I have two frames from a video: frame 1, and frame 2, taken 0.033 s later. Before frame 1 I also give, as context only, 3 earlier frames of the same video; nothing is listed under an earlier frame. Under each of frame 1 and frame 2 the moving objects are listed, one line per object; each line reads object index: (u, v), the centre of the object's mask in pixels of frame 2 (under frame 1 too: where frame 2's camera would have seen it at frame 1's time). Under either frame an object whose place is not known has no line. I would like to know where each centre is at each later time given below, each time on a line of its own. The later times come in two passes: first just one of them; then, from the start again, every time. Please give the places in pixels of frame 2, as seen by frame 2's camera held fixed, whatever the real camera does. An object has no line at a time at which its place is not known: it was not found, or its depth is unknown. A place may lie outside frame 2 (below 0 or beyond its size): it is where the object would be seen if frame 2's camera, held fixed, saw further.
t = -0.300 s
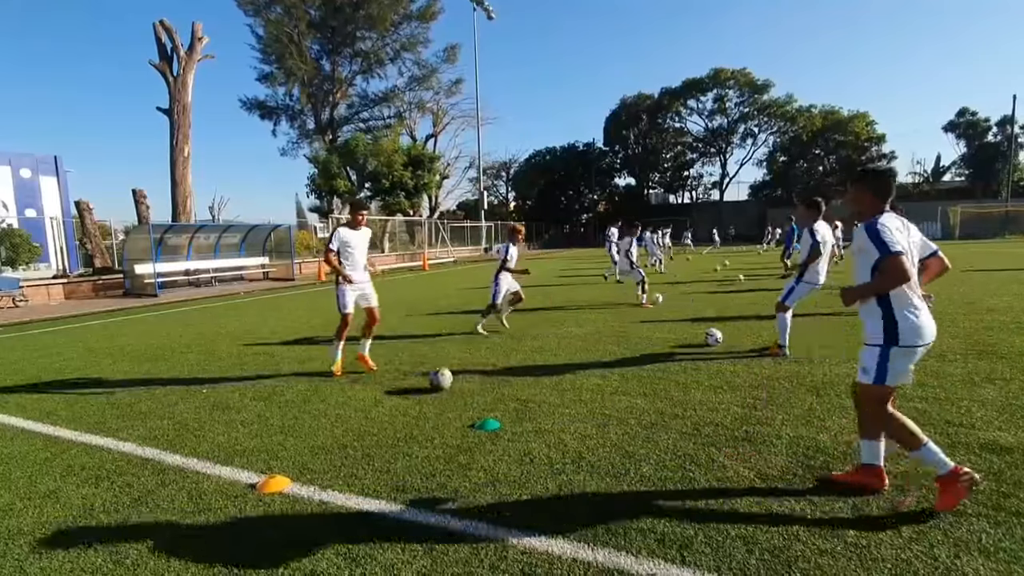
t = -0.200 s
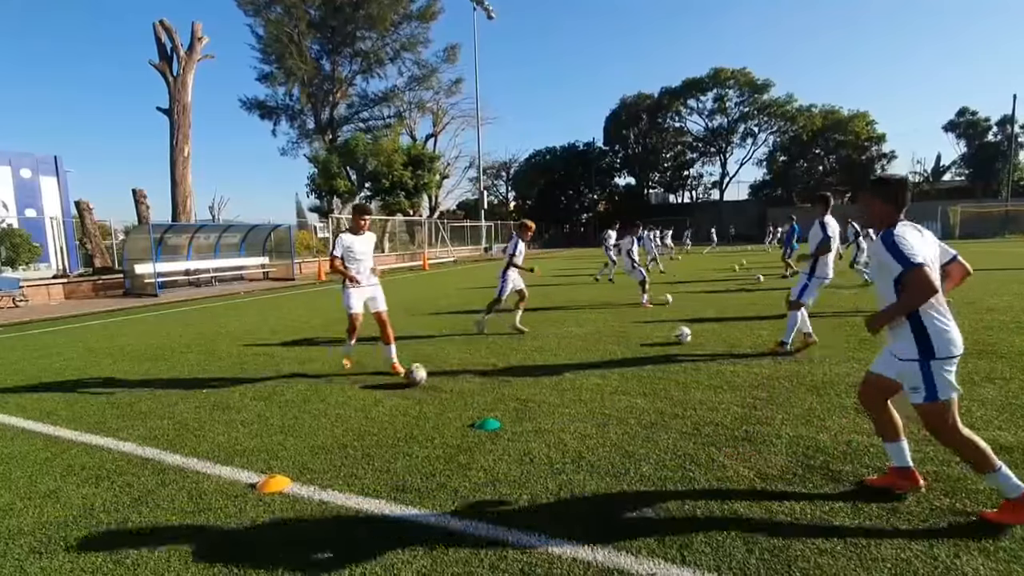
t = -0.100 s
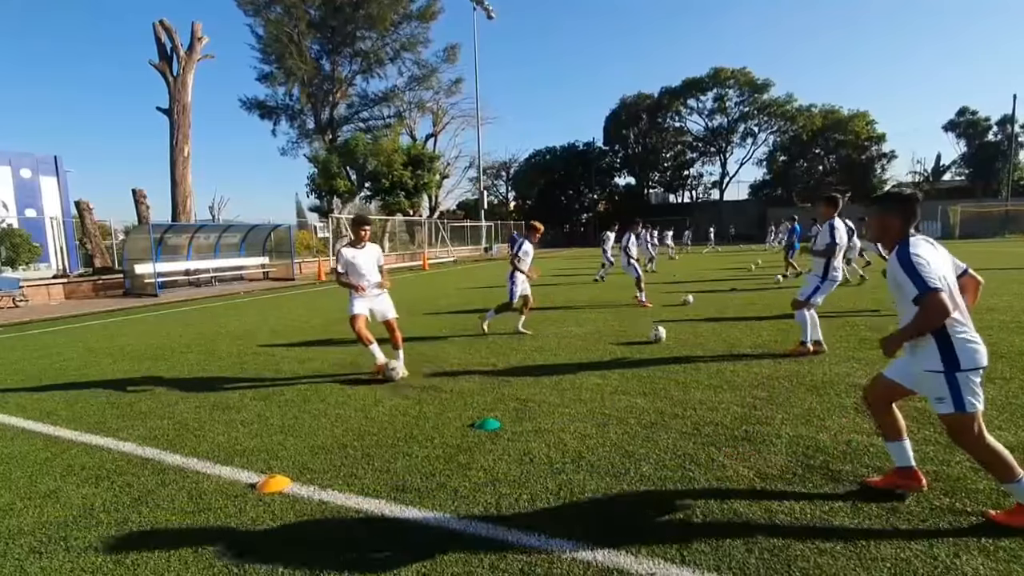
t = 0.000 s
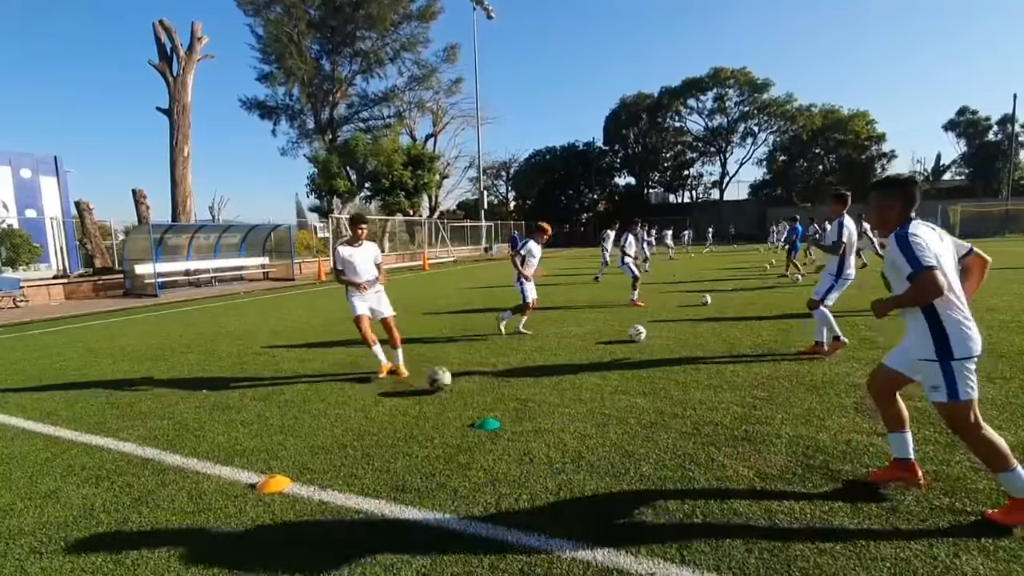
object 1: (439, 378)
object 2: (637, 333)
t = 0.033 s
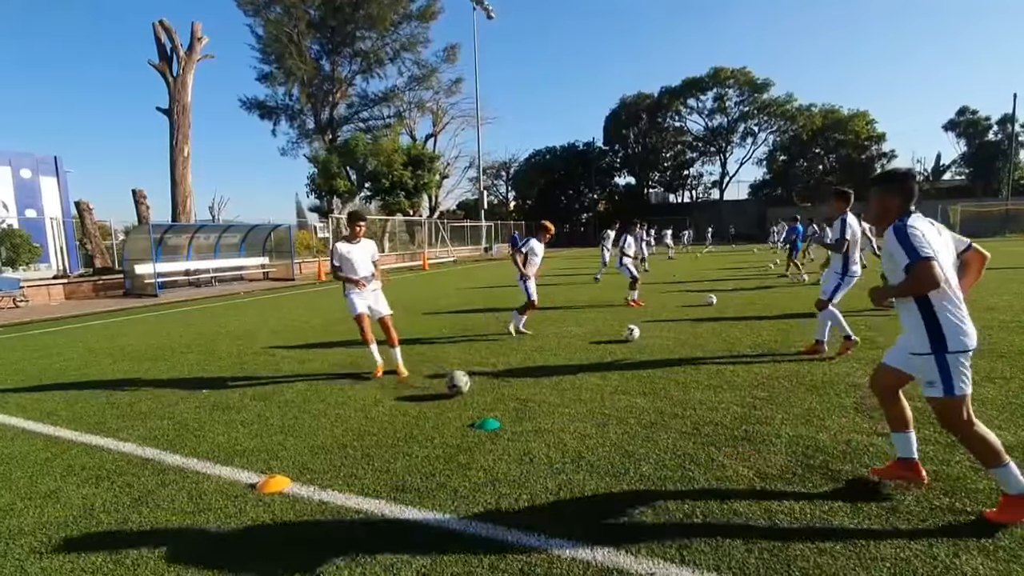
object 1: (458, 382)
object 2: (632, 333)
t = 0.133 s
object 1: (514, 393)
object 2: (614, 332)
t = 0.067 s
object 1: (477, 388)
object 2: (625, 332)
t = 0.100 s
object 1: (496, 391)
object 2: (620, 332)
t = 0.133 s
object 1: (514, 393)
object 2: (614, 332)
